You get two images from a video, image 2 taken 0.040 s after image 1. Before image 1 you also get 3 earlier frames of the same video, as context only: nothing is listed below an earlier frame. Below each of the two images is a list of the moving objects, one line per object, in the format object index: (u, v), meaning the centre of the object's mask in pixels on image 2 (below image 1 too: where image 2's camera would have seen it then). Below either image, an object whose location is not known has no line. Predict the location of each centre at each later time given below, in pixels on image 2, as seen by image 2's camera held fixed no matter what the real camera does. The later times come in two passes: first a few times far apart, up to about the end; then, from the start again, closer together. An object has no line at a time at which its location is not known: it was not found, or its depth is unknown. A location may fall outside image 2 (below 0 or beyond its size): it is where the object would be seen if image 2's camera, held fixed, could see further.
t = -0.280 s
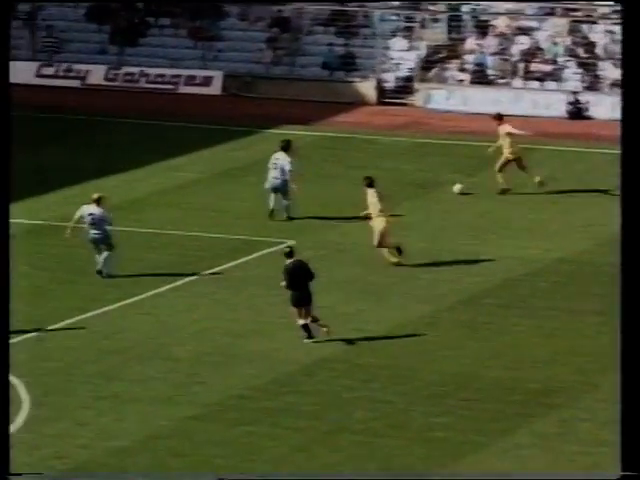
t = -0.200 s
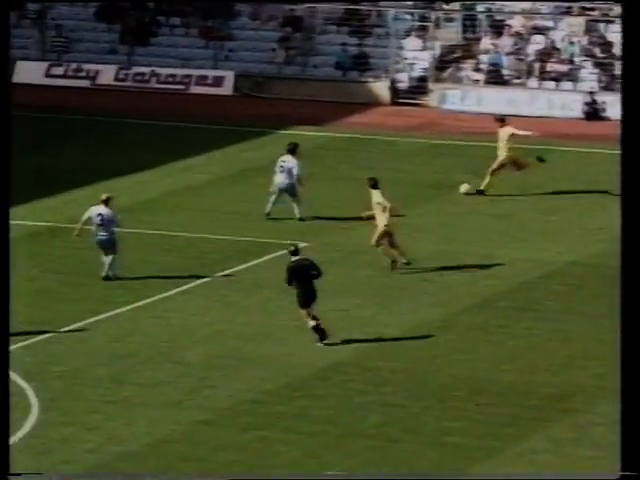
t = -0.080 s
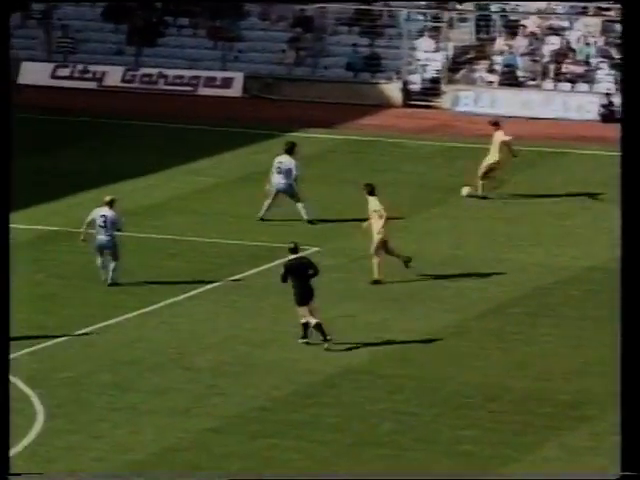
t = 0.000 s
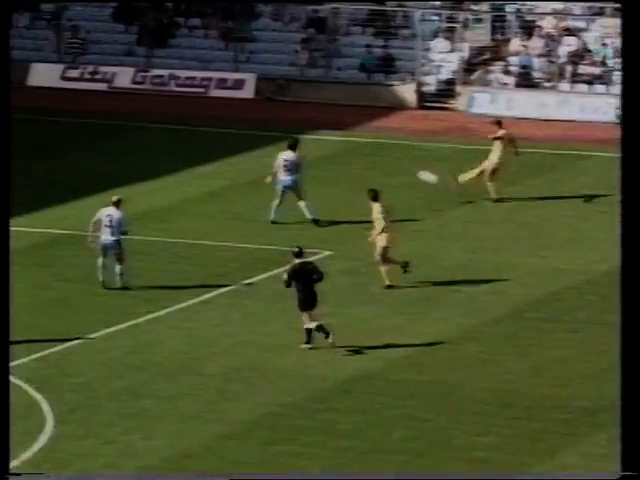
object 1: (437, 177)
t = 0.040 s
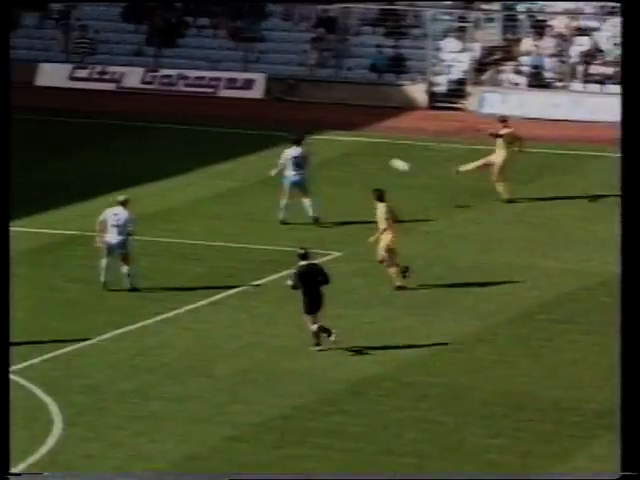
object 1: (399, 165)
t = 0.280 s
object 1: (169, 103)
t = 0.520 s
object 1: (-54, 59)
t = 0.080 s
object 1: (360, 153)
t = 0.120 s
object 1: (322, 142)
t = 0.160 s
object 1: (281, 130)
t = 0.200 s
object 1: (248, 122)
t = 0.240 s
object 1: (209, 113)
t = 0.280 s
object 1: (169, 103)
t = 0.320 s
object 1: (130, 95)
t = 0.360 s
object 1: (89, 87)
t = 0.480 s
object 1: (-20, 66)
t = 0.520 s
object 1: (-54, 59)
